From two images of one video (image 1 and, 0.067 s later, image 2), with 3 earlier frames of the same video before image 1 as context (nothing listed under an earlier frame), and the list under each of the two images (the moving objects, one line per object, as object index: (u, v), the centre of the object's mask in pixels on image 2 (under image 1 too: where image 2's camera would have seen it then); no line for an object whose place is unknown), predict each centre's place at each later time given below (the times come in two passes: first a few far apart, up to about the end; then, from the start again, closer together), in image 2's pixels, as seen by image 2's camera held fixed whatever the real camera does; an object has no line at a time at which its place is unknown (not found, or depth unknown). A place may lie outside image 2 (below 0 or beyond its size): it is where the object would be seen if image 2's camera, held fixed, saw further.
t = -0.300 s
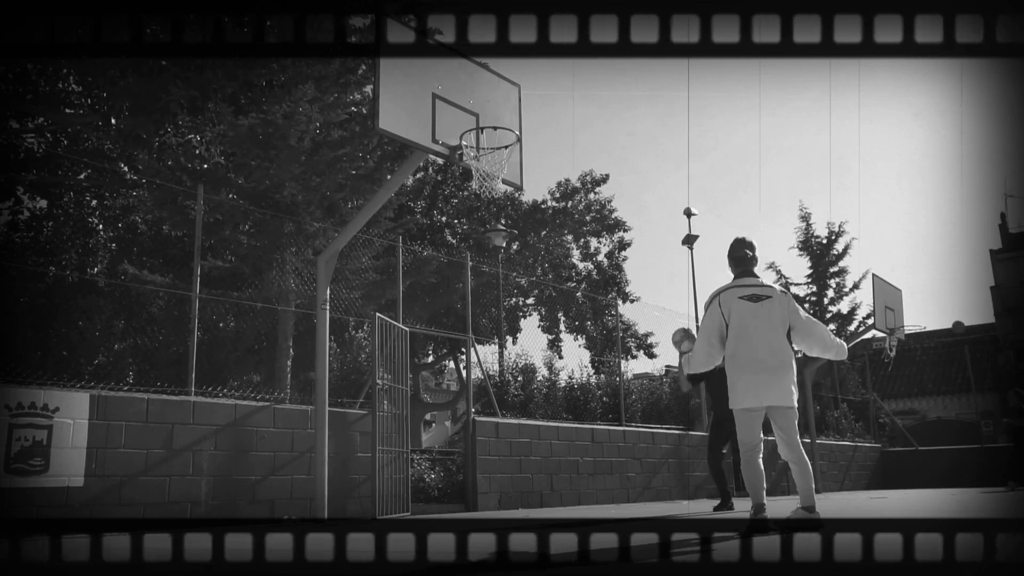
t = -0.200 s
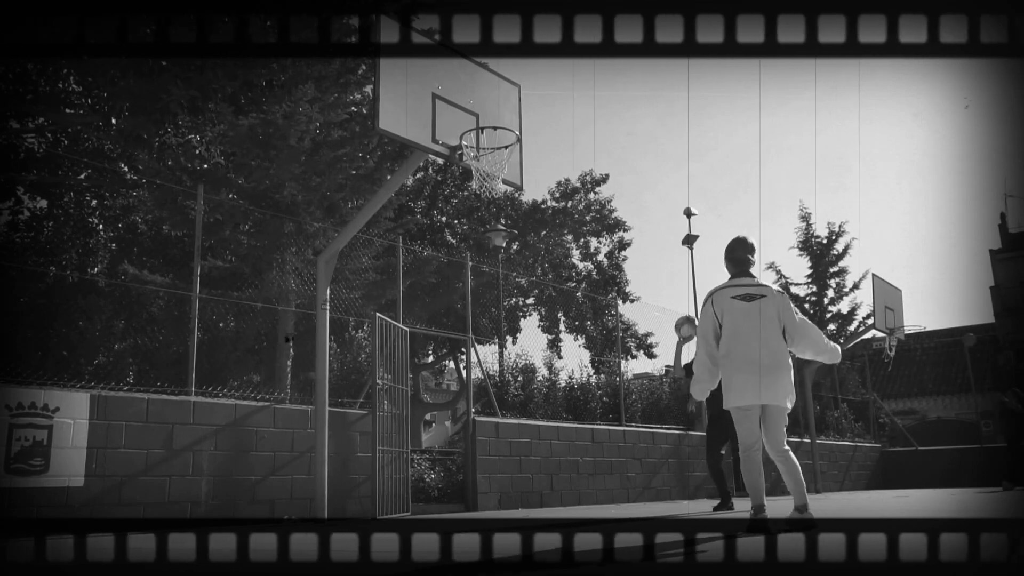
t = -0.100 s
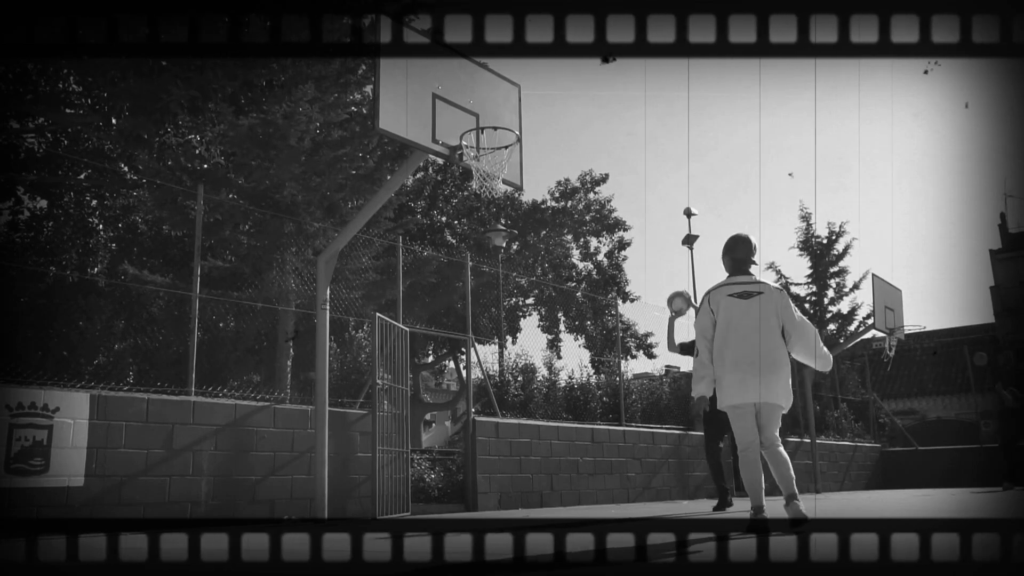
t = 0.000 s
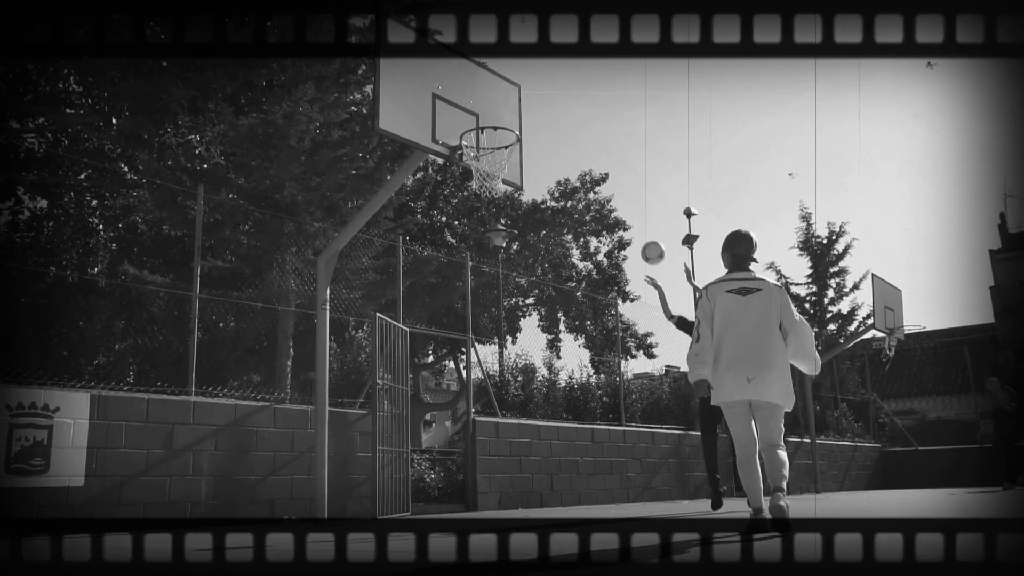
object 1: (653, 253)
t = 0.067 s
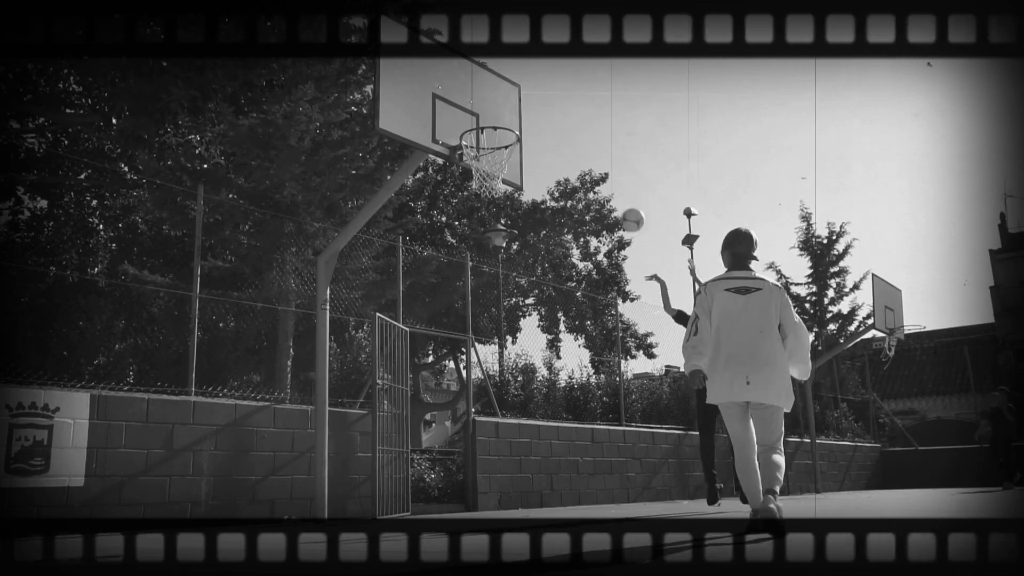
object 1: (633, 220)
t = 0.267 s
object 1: (570, 149)
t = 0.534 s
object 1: (488, 115)
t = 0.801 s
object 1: (482, 144)
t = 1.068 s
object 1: (492, 232)
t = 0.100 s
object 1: (622, 205)
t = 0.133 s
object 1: (612, 192)
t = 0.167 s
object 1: (601, 180)
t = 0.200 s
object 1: (591, 168)
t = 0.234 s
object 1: (581, 159)
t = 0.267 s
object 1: (570, 149)
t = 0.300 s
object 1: (560, 141)
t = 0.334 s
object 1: (550, 134)
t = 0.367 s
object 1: (539, 128)
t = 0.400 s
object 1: (529, 124)
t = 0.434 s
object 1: (518, 120)
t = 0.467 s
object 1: (508, 117)
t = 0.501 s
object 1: (498, 115)
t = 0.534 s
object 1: (488, 115)
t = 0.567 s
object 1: (487, 114)
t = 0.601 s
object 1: (487, 114)
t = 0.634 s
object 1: (486, 116)
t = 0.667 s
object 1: (486, 117)
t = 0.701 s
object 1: (484, 119)
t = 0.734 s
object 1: (483, 131)
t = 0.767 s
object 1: (482, 136)
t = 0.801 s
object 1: (482, 144)
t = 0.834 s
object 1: (482, 155)
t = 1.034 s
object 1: (490, 217)
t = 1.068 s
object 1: (492, 232)
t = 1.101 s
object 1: (494, 247)
